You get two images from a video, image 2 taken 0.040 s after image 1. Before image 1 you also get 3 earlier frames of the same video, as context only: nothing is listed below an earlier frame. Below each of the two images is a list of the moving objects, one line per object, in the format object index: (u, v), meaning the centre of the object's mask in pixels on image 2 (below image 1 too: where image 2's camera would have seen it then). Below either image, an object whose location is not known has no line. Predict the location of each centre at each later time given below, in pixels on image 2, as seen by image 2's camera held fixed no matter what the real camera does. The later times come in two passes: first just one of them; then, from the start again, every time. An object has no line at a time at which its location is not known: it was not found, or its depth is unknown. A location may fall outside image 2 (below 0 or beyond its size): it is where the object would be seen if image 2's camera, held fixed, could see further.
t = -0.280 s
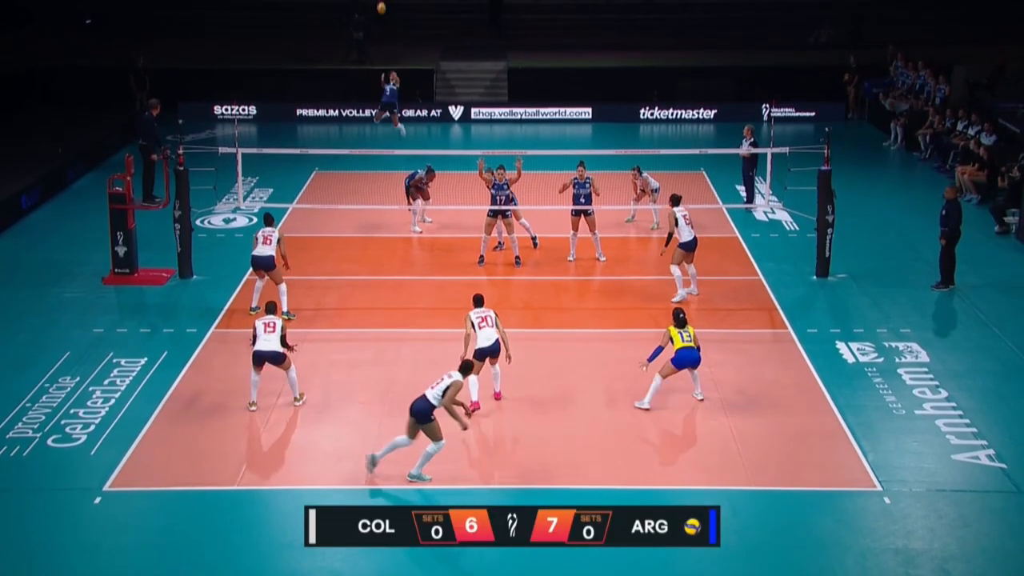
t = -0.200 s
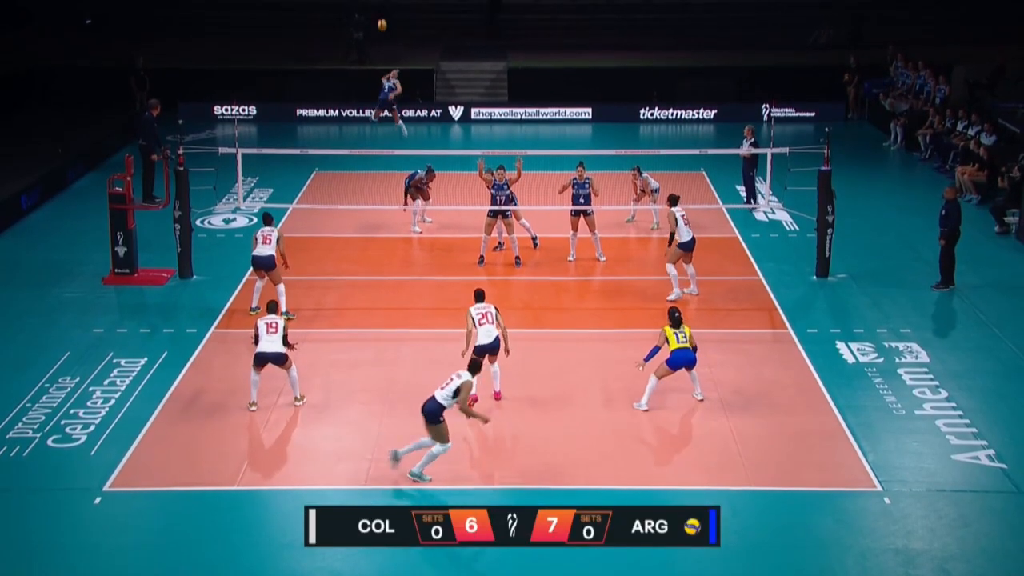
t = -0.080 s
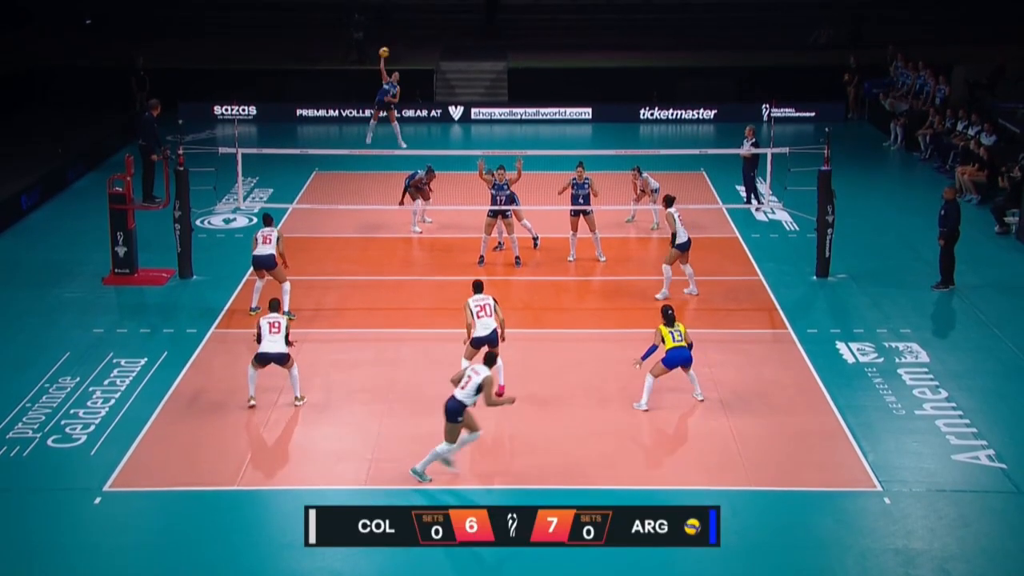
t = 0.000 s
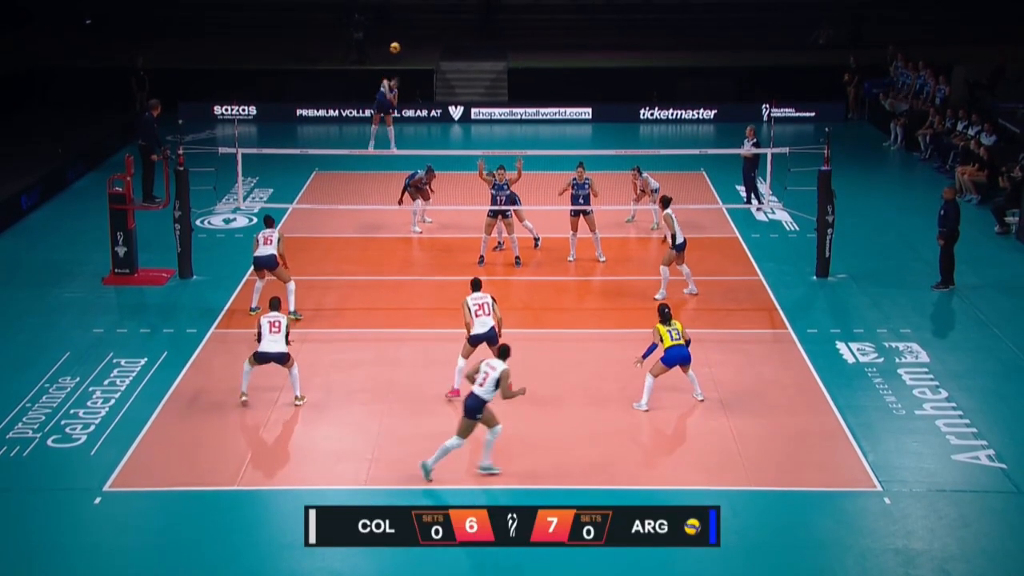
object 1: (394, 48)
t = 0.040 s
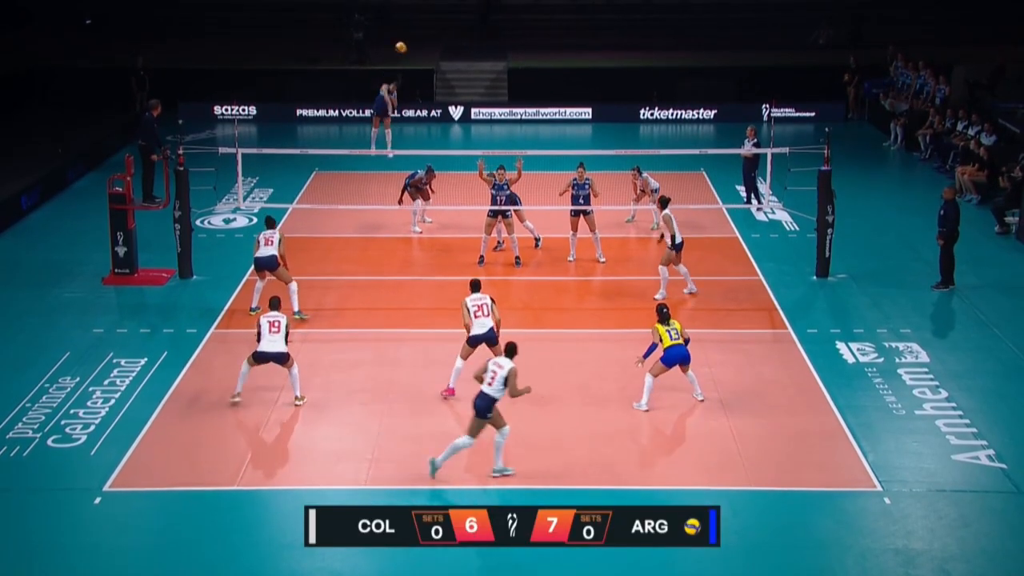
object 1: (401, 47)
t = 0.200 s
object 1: (429, 62)
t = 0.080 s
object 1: (407, 49)
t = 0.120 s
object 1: (413, 51)
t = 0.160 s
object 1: (421, 56)
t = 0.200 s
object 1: (429, 62)
